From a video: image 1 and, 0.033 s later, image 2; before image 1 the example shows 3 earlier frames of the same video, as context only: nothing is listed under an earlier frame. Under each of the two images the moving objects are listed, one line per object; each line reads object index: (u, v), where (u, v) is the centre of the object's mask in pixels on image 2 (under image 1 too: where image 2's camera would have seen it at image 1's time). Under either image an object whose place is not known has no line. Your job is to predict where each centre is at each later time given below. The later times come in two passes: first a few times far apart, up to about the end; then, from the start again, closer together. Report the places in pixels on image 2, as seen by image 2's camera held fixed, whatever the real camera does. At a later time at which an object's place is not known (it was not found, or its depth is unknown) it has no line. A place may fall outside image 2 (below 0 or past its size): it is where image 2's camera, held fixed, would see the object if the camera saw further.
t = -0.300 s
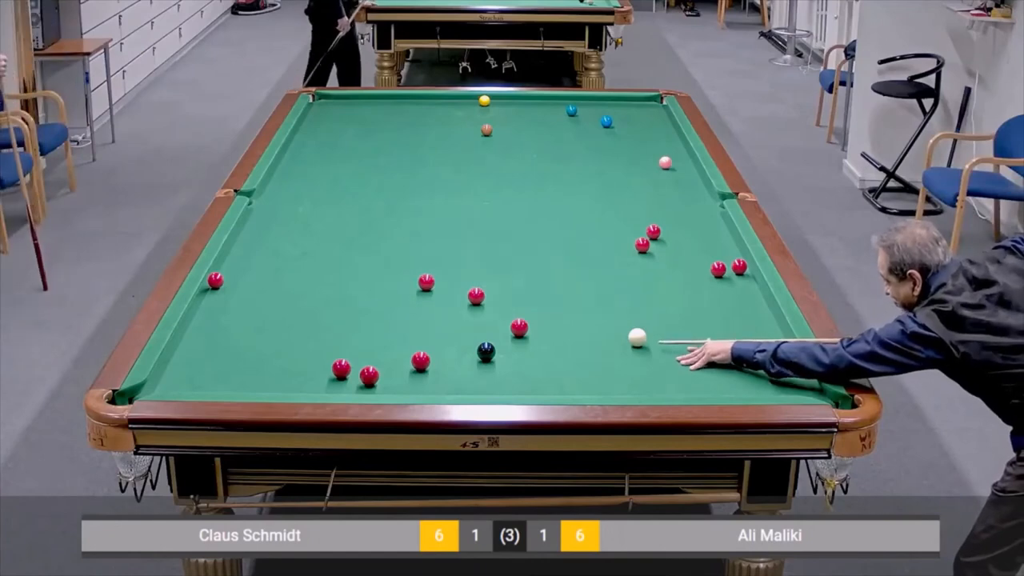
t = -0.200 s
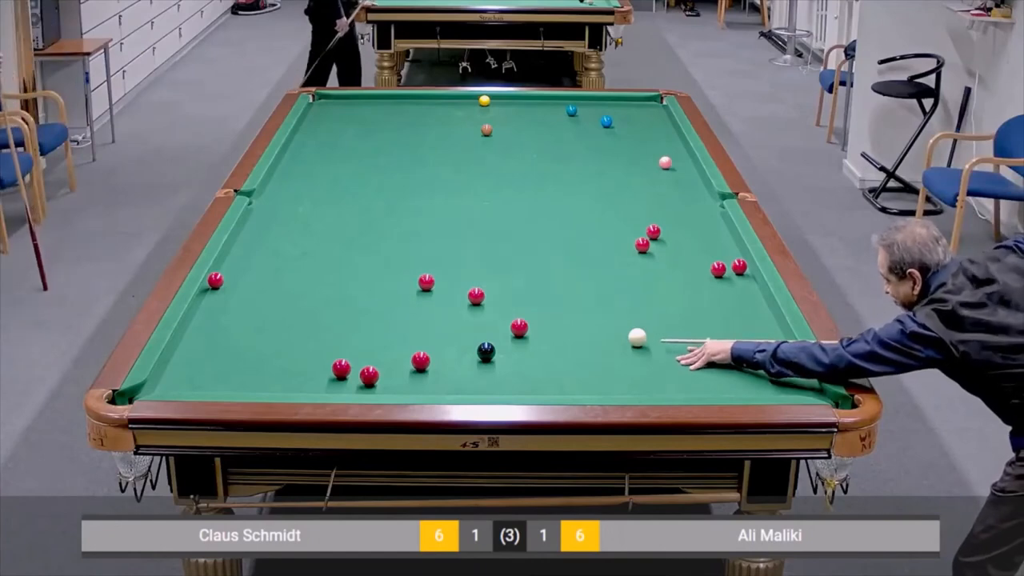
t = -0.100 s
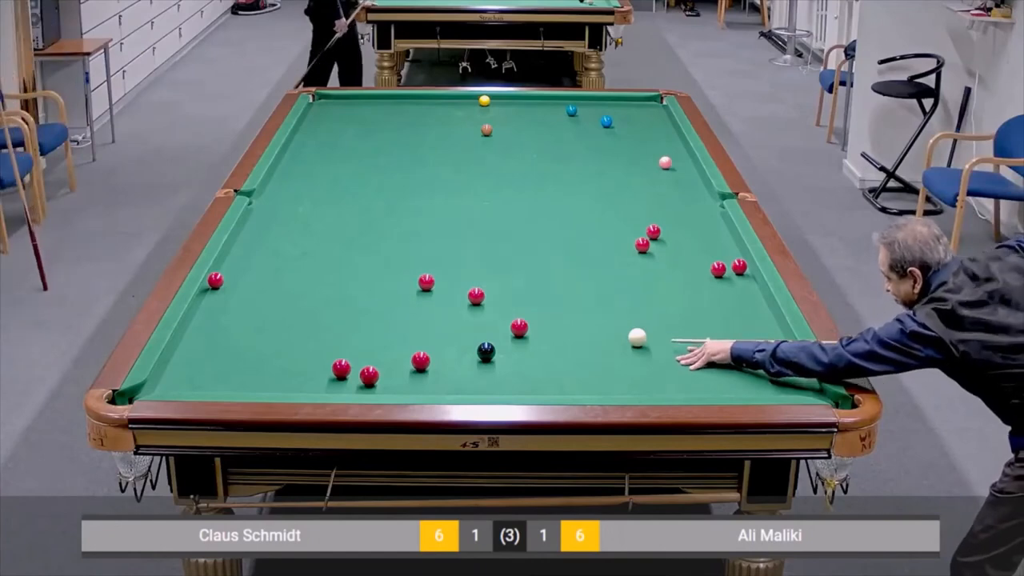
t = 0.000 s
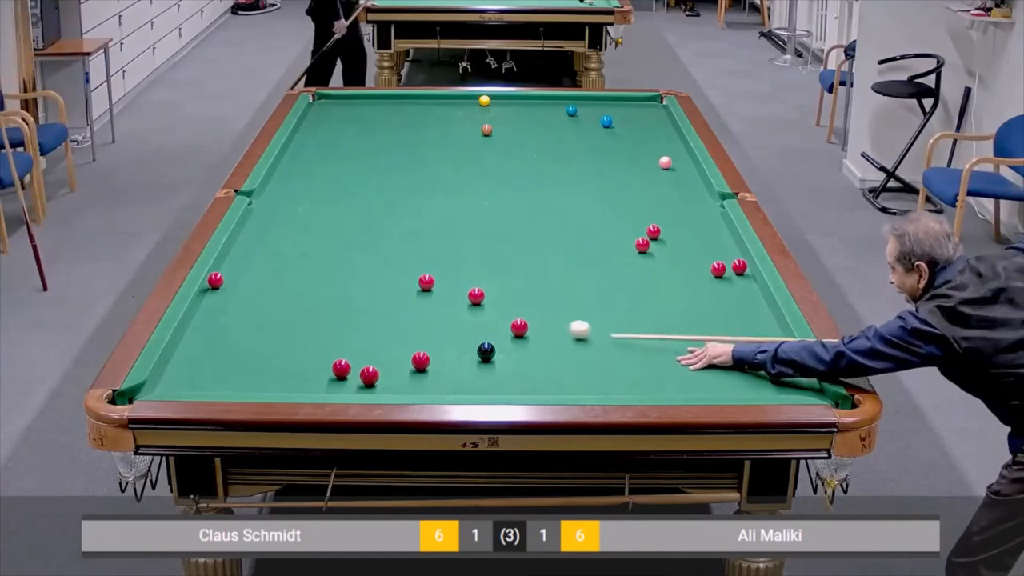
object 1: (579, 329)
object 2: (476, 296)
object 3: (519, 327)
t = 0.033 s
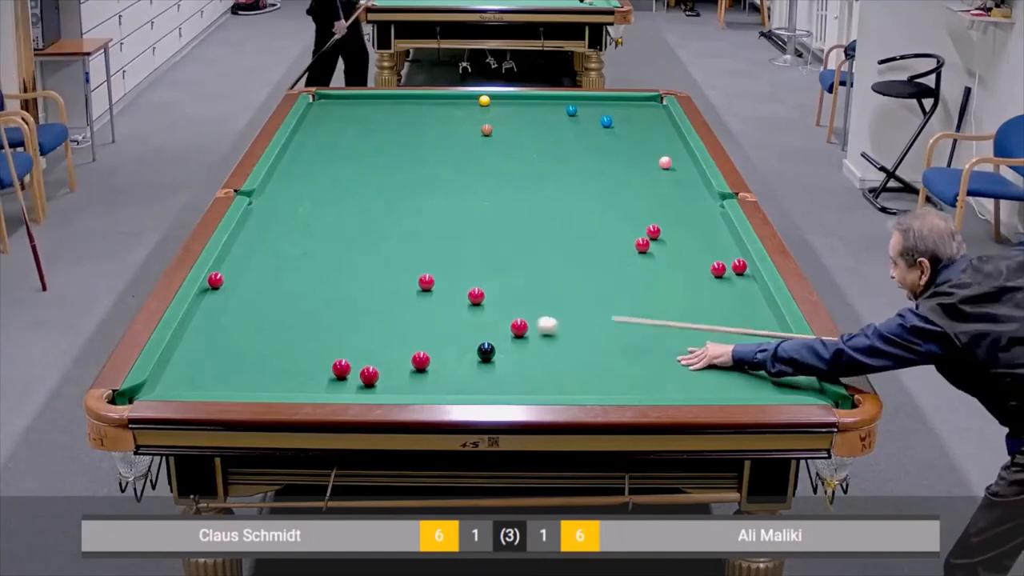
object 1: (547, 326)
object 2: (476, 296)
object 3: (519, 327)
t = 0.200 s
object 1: (496, 295)
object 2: (463, 294)
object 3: (436, 344)
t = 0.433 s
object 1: (534, 273)
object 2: (385, 285)
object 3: (339, 359)
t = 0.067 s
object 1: (527, 319)
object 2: (476, 296)
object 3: (508, 330)
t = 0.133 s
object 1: (503, 305)
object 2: (476, 296)
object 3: (471, 337)
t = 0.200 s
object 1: (496, 295)
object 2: (463, 294)
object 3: (436, 344)
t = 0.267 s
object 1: (505, 287)
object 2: (438, 290)
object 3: (403, 351)
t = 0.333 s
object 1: (516, 281)
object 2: (417, 287)
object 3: (372, 357)
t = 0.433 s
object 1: (534, 273)
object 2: (385, 285)
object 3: (339, 359)
